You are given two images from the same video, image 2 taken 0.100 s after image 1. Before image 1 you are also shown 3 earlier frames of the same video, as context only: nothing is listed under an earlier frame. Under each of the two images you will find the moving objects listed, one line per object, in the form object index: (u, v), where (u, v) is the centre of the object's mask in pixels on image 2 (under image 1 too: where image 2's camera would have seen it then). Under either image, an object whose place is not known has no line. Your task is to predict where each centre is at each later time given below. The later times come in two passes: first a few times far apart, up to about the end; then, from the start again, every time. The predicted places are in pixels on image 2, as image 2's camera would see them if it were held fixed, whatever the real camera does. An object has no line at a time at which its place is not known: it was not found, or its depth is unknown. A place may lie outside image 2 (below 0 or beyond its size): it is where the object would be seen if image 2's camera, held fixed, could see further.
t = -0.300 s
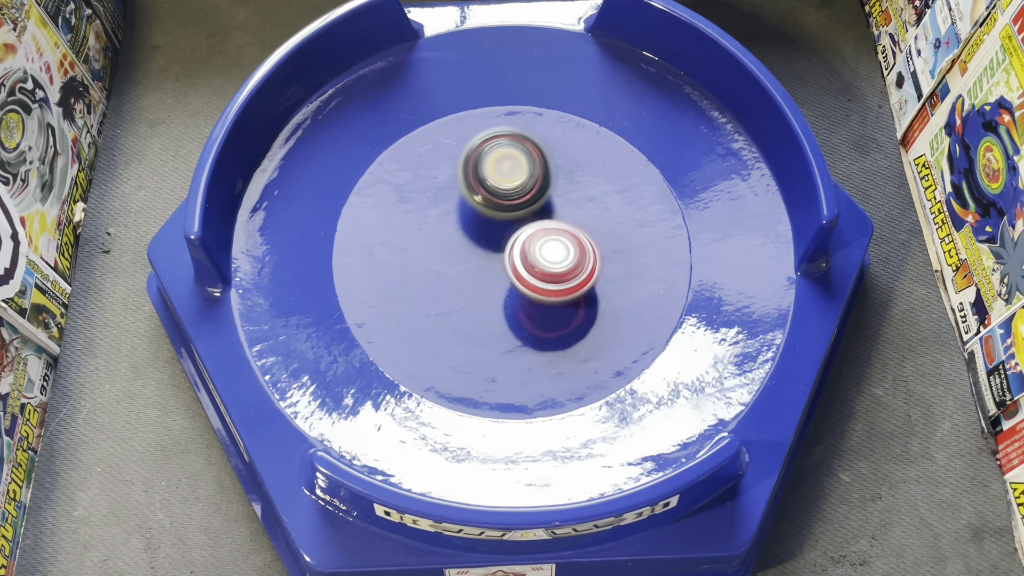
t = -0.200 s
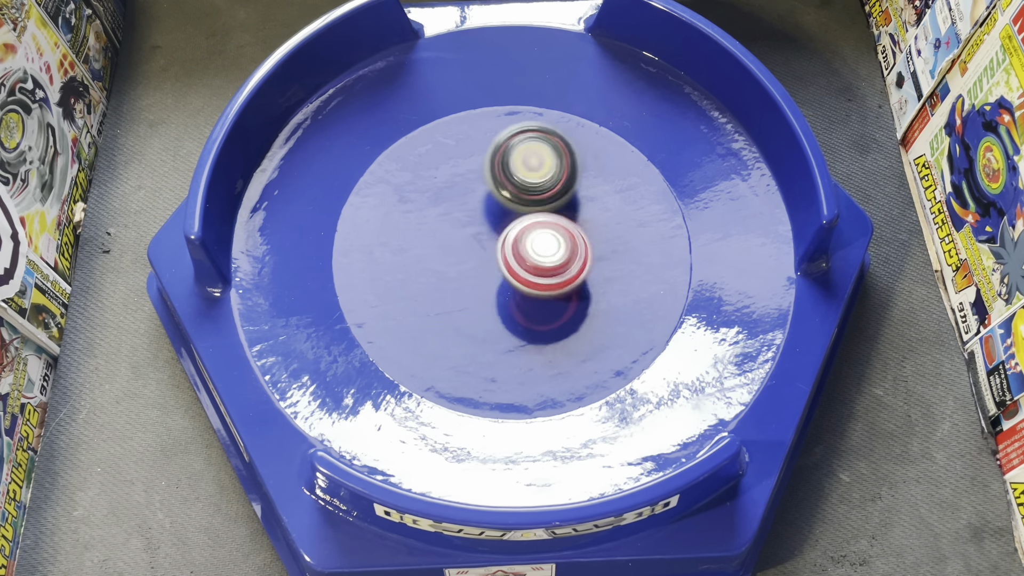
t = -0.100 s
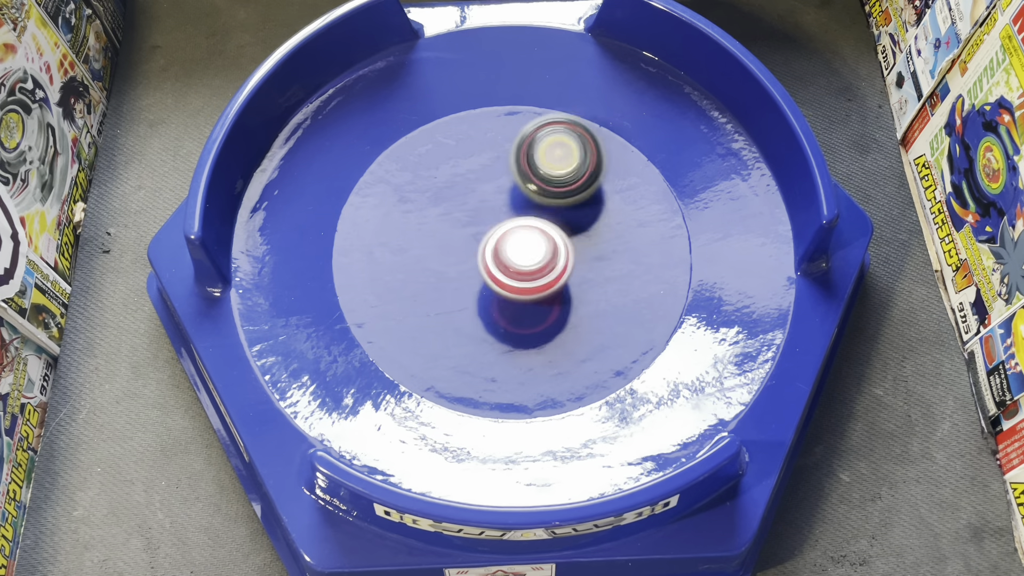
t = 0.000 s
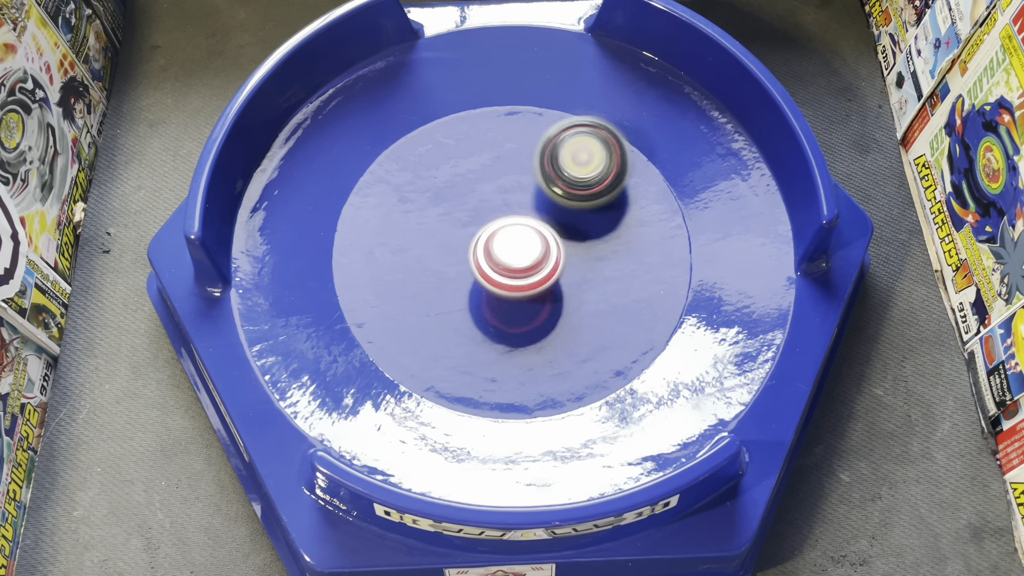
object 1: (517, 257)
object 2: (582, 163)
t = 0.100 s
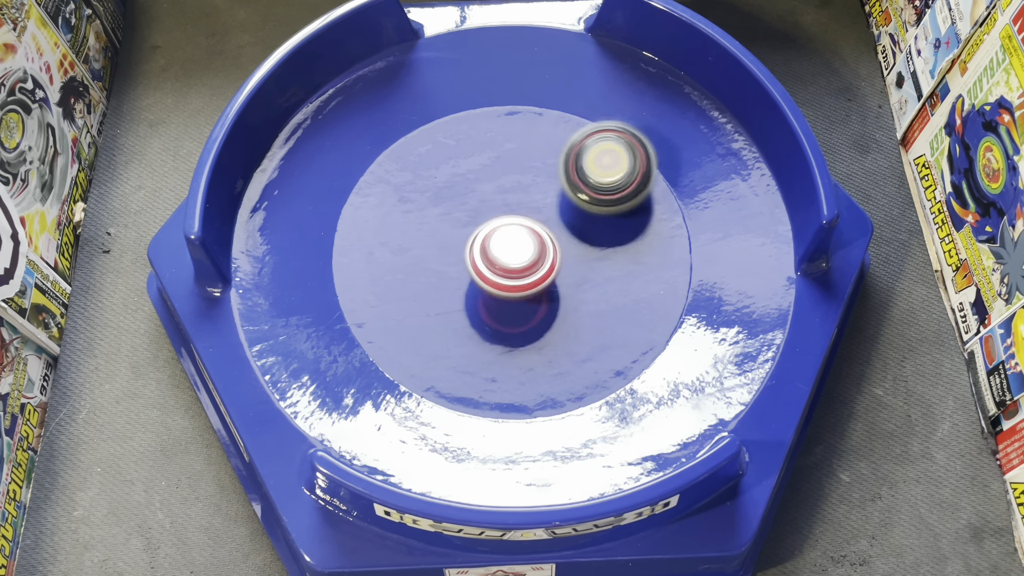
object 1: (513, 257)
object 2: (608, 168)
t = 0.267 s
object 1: (509, 254)
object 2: (646, 184)
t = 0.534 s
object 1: (504, 246)
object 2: (680, 226)
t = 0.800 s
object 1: (503, 242)
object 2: (669, 275)
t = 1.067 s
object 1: (509, 240)
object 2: (622, 321)
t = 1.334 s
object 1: (513, 247)
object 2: (551, 337)
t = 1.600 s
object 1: (526, 210)
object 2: (469, 338)
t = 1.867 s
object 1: (530, 208)
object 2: (424, 290)
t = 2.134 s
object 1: (533, 222)
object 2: (419, 233)
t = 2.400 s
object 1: (537, 245)
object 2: (452, 180)
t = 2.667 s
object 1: (521, 263)
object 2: (508, 155)
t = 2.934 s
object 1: (502, 269)
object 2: (571, 160)
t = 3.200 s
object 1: (492, 256)
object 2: (624, 198)
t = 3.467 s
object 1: (500, 239)
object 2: (642, 253)
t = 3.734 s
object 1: (519, 225)
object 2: (616, 308)
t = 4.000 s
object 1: (543, 228)
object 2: (554, 337)
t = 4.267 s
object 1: (543, 239)
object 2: (484, 328)
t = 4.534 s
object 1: (546, 246)
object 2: (414, 293)
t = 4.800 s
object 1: (563, 242)
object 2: (365, 242)
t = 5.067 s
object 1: (558, 240)
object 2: (387, 191)
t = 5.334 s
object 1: (544, 234)
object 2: (450, 166)
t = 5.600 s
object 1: (521, 277)
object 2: (530, 120)
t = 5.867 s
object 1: (499, 284)
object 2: (571, 154)
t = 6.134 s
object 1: (485, 269)
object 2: (566, 211)
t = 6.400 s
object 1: (398, 261)
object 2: (648, 218)
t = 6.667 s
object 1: (419, 249)
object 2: (595, 210)
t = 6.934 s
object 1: (455, 262)
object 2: (564, 177)
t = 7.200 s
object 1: (468, 292)
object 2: (566, 136)
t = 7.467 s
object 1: (451, 312)
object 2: (590, 122)
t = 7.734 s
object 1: (438, 301)
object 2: (593, 150)
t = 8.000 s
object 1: (466, 286)
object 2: (560, 183)
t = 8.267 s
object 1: (500, 294)
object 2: (512, 189)
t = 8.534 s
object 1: (512, 319)
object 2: (476, 168)
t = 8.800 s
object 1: (494, 330)
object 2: (474, 135)
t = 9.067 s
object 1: (490, 309)
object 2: (499, 139)
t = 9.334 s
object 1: (519, 293)
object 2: (509, 175)
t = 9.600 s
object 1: (549, 301)
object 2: (484, 210)
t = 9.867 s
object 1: (551, 321)
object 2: (440, 222)
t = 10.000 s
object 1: (541, 325)
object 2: (420, 217)
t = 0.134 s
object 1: (512, 257)
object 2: (616, 170)
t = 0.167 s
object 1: (511, 256)
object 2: (624, 173)
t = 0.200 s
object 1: (510, 256)
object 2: (632, 176)
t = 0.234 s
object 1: (510, 255)
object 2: (639, 180)
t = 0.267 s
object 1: (509, 254)
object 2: (646, 184)
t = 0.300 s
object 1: (509, 252)
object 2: (652, 188)
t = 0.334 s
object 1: (509, 251)
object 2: (658, 193)
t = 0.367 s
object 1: (508, 250)
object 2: (664, 198)
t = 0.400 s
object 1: (507, 250)
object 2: (668, 203)
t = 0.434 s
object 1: (506, 249)
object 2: (672, 209)
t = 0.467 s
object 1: (505, 248)
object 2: (676, 214)
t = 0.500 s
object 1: (505, 247)
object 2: (678, 220)
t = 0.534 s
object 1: (504, 246)
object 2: (680, 226)
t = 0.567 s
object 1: (503, 246)
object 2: (681, 232)
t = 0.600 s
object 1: (503, 245)
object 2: (681, 239)
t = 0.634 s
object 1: (503, 244)
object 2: (681, 246)
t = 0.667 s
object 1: (503, 243)
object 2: (680, 253)
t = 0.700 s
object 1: (503, 243)
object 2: (679, 255)
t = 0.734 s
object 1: (503, 243)
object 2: (676, 261)
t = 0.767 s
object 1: (503, 243)
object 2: (672, 268)
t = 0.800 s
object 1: (503, 242)
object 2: (669, 275)
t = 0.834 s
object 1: (503, 241)
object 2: (666, 281)
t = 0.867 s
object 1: (504, 240)
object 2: (661, 288)
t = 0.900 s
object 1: (504, 239)
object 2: (657, 294)
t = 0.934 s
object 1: (505, 239)
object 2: (651, 301)
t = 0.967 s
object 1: (506, 238)
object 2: (644, 306)
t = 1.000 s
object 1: (507, 238)
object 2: (636, 312)
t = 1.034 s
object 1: (508, 239)
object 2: (629, 317)
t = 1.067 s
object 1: (509, 240)
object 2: (622, 321)
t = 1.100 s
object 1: (510, 241)
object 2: (615, 325)
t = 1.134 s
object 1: (510, 242)
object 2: (606, 329)
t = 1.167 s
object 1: (511, 244)
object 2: (597, 331)
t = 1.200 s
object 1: (511, 245)
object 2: (588, 333)
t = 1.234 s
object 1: (512, 246)
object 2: (579, 335)
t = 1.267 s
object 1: (512, 247)
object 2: (569, 336)
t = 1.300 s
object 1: (513, 248)
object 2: (560, 337)
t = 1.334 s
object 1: (513, 247)
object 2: (551, 337)
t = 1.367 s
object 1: (514, 244)
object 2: (542, 339)
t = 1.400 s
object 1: (515, 243)
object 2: (532, 340)
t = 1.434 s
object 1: (517, 233)
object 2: (521, 347)
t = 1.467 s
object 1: (516, 223)
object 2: (508, 353)
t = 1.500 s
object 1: (519, 217)
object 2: (495, 351)
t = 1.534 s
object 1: (522, 214)
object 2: (485, 347)
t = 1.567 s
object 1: (525, 211)
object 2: (477, 342)
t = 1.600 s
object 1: (526, 210)
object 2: (469, 338)
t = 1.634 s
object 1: (526, 209)
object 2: (461, 334)
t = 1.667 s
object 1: (525, 208)
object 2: (455, 329)
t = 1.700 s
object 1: (527, 207)
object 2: (448, 324)
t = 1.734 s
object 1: (528, 208)
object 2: (442, 318)
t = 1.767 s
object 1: (528, 207)
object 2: (436, 311)
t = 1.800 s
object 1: (529, 207)
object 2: (431, 304)
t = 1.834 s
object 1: (530, 207)
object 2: (427, 298)
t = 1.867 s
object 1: (530, 208)
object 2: (424, 290)
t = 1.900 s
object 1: (529, 208)
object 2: (421, 284)
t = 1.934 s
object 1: (529, 209)
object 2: (419, 277)
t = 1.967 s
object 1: (529, 210)
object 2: (418, 270)
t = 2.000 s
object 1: (530, 212)
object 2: (417, 263)
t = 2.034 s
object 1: (530, 214)
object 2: (416, 255)
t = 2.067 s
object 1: (531, 216)
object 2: (416, 248)
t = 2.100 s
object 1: (532, 220)
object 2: (418, 240)
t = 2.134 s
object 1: (533, 222)
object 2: (419, 233)
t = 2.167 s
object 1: (535, 225)
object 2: (421, 226)
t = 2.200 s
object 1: (536, 228)
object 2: (424, 218)
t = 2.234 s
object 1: (537, 231)
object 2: (427, 211)
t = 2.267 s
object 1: (538, 234)
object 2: (431, 205)
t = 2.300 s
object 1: (539, 237)
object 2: (436, 198)
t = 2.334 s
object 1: (539, 240)
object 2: (441, 192)
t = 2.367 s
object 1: (538, 242)
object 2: (446, 186)
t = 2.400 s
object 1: (537, 245)
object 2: (452, 180)
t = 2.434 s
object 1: (536, 247)
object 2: (458, 175)
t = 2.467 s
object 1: (535, 250)
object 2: (464, 171)
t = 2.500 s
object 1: (533, 253)
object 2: (470, 167)
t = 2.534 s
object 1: (530, 256)
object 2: (477, 163)
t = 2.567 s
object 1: (527, 257)
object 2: (485, 161)
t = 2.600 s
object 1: (524, 259)
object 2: (492, 158)
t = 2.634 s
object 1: (522, 261)
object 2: (500, 157)
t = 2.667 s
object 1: (521, 263)
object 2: (508, 155)
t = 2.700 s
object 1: (519, 266)
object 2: (516, 154)
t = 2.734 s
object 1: (517, 268)
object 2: (524, 154)
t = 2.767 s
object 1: (513, 269)
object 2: (532, 154)
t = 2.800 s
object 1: (510, 270)
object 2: (540, 154)
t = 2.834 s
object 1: (508, 270)
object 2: (548, 154)
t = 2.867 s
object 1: (506, 270)
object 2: (556, 156)
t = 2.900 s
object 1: (504, 270)
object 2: (564, 158)
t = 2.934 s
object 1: (502, 269)
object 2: (571, 160)
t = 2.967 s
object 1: (501, 268)
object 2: (579, 163)
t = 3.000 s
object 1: (499, 267)
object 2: (586, 167)
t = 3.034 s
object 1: (497, 266)
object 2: (594, 171)
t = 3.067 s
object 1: (496, 264)
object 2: (601, 176)
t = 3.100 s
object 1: (495, 262)
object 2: (607, 180)
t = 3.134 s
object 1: (493, 260)
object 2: (613, 186)
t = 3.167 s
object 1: (493, 258)
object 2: (619, 192)
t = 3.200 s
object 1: (492, 256)
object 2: (624, 198)
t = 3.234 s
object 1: (492, 254)
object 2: (628, 204)
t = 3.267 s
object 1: (492, 252)
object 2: (632, 211)
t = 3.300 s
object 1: (492, 250)
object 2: (635, 218)
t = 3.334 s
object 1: (493, 248)
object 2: (638, 224)
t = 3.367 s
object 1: (494, 246)
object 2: (640, 232)
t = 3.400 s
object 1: (496, 244)
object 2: (641, 238)
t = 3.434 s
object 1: (498, 241)
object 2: (642, 246)
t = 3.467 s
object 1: (500, 239)
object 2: (642, 253)
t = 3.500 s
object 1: (501, 237)
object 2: (642, 260)
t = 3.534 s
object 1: (503, 236)
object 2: (640, 267)
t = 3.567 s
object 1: (505, 234)
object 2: (639, 274)
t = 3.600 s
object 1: (506, 232)
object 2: (636, 281)
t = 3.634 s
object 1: (509, 230)
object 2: (632, 288)
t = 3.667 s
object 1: (512, 227)
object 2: (627, 295)
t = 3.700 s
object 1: (516, 226)
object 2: (621, 302)
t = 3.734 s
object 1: (519, 225)
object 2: (616, 308)
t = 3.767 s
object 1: (524, 224)
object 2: (609, 313)
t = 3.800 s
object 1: (528, 224)
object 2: (601, 318)
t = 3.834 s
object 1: (532, 225)
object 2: (594, 323)
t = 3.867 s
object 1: (535, 225)
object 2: (587, 327)
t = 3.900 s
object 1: (538, 226)
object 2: (580, 330)
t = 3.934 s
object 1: (540, 226)
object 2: (571, 333)
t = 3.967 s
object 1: (541, 227)
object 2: (563, 335)
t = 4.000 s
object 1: (543, 228)
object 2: (554, 337)
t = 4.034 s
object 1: (544, 229)
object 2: (546, 338)
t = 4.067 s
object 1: (544, 230)
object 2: (538, 339)
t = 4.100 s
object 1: (545, 231)
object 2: (528, 339)
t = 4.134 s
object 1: (545, 233)
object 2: (519, 338)
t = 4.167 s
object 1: (545, 234)
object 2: (510, 336)
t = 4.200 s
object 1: (545, 235)
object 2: (501, 334)
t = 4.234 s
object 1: (544, 237)
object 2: (493, 331)
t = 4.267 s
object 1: (543, 239)
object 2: (484, 328)
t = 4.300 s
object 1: (541, 240)
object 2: (476, 324)
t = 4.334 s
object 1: (539, 242)
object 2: (468, 321)
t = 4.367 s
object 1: (538, 243)
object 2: (461, 316)
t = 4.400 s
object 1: (537, 245)
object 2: (455, 311)
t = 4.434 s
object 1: (535, 248)
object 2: (448, 306)
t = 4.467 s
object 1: (533, 250)
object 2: (443, 300)
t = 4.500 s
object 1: (530, 251)
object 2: (438, 294)
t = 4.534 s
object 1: (546, 246)
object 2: (414, 293)
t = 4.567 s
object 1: (558, 245)
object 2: (398, 289)
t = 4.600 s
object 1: (563, 245)
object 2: (389, 283)
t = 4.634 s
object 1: (563, 245)
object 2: (383, 277)
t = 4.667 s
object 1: (563, 244)
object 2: (377, 270)
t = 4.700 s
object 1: (563, 244)
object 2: (373, 263)
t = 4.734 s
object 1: (563, 243)
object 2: (369, 257)
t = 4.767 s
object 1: (563, 243)
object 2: (367, 249)
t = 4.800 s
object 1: (563, 242)
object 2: (365, 242)
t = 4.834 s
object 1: (563, 241)
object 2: (365, 236)
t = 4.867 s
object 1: (563, 241)
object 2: (365, 229)
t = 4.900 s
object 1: (562, 241)
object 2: (367, 223)
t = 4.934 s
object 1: (561, 241)
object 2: (370, 216)
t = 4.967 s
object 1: (561, 241)
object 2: (373, 209)
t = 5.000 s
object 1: (560, 241)
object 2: (377, 203)
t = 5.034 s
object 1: (559, 240)
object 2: (382, 197)
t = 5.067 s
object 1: (558, 240)
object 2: (387, 191)
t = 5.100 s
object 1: (557, 239)
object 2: (393, 186)
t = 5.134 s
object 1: (555, 238)
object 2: (401, 182)
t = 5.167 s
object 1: (553, 238)
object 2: (408, 178)
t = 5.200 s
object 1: (551, 237)
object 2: (416, 174)
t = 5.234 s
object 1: (549, 237)
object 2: (424, 171)
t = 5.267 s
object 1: (547, 236)
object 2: (432, 169)
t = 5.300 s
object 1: (546, 235)
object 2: (441, 167)
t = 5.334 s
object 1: (544, 234)
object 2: (450, 166)
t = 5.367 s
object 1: (541, 233)
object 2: (459, 166)
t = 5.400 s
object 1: (538, 232)
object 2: (468, 166)
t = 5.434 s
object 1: (536, 234)
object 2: (477, 166)
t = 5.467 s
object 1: (534, 253)
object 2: (488, 144)
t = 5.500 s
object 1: (530, 265)
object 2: (499, 130)
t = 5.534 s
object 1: (527, 272)
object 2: (512, 121)
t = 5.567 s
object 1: (523, 274)
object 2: (522, 118)
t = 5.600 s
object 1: (521, 277)
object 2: (530, 120)
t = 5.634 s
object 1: (519, 279)
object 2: (536, 121)
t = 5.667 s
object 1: (517, 280)
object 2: (543, 124)
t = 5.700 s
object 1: (514, 282)
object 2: (549, 128)
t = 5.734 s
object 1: (511, 283)
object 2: (555, 132)
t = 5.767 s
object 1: (508, 284)
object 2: (560, 137)
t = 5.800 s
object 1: (505, 285)
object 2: (564, 142)
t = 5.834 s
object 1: (502, 284)
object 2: (568, 148)
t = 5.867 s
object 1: (499, 284)
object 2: (571, 154)
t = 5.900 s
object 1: (495, 283)
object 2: (573, 161)
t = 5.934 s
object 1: (493, 283)
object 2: (574, 168)
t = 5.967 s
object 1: (491, 281)
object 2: (575, 175)
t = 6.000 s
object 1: (488, 279)
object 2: (575, 183)
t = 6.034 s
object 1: (486, 276)
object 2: (573, 190)
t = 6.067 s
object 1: (485, 274)
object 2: (572, 197)
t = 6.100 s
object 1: (485, 272)
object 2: (569, 204)
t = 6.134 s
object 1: (485, 269)
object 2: (566, 211)
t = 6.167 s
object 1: (466, 269)
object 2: (575, 214)
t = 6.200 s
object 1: (436, 271)
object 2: (602, 210)
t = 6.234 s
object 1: (414, 272)
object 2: (627, 209)
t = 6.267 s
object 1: (404, 270)
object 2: (646, 210)
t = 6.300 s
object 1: (401, 266)
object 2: (656, 211)
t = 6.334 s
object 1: (400, 265)
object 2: (659, 214)
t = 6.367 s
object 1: (400, 263)
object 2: (654, 217)
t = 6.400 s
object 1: (398, 261)
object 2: (648, 218)
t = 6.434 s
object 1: (398, 259)
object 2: (640, 219)
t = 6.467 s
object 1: (400, 257)
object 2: (634, 220)
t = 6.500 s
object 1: (401, 255)
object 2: (626, 220)
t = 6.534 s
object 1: (403, 253)
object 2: (619, 219)
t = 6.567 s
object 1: (407, 252)
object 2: (613, 217)
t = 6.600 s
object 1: (411, 250)
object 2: (607, 215)
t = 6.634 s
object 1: (415, 249)
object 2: (601, 213)
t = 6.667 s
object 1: (419, 249)
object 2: (595, 210)
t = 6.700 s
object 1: (425, 249)
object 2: (590, 207)
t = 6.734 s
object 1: (429, 249)
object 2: (585, 204)
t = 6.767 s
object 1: (434, 251)
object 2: (581, 200)
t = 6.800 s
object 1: (438, 252)
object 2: (575, 196)
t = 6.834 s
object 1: (443, 254)
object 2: (573, 191)
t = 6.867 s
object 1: (446, 257)
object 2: (569, 186)
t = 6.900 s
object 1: (451, 260)
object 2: (566, 181)
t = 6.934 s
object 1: (455, 262)
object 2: (564, 177)
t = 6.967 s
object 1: (457, 265)
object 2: (562, 172)
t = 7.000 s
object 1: (460, 270)
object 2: (561, 166)
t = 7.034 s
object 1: (464, 273)
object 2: (561, 161)
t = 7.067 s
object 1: (465, 276)
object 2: (560, 156)
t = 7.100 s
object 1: (466, 280)
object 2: (561, 150)
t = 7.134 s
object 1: (468, 285)
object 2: (561, 145)
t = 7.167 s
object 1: (469, 288)
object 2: (564, 140)
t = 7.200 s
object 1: (468, 292)
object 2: (566, 136)
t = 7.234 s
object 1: (468, 296)
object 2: (568, 132)
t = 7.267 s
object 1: (467, 298)
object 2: (571, 128)
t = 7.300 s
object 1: (465, 303)
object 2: (574, 126)
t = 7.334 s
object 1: (462, 306)
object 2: (577, 123)
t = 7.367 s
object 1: (460, 307)
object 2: (580, 122)
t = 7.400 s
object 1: (457, 310)
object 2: (584, 121)
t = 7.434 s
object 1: (454, 311)
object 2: (587, 122)
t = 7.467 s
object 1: (451, 312)
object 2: (590, 122)
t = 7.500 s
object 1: (448, 312)
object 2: (593, 124)
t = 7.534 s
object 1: (444, 312)
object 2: (594, 126)
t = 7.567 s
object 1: (443, 311)
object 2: (596, 130)
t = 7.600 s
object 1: (440, 309)
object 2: (597, 132)
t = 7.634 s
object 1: (438, 307)
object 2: (597, 136)
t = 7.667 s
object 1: (438, 306)
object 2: (597, 141)
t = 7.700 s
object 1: (438, 303)
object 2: (596, 145)
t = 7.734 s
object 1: (438, 301)
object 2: (593, 150)
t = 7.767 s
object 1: (440, 298)
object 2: (592, 156)
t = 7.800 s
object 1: (442, 295)
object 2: (589, 160)
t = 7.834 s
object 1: (444, 293)
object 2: (585, 165)
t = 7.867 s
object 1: (448, 291)
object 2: (581, 170)
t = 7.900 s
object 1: (452, 289)
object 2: (577, 173)
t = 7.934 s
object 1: (456, 287)
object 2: (571, 177)
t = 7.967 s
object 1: (461, 287)
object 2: (566, 180)
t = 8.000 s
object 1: (466, 286)
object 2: (560, 183)
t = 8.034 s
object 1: (470, 285)
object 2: (554, 185)
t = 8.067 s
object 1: (474, 286)
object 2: (548, 186)
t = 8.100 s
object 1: (480, 286)
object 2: (543, 187)
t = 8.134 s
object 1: (484, 286)
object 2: (536, 188)
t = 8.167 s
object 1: (488, 288)
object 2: (530, 189)
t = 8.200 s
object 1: (493, 290)
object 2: (524, 189)
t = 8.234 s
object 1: (497, 291)
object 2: (517, 189)
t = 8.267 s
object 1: (500, 294)
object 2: (512, 189)
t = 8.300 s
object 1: (503, 297)
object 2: (506, 187)
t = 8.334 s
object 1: (506, 299)
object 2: (501, 186)
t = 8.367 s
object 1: (508, 303)
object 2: (495, 183)
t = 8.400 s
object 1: (510, 306)
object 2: (491, 181)
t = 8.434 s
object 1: (512, 309)
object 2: (487, 179)
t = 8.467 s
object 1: (512, 313)
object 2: (481, 175)
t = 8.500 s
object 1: (512, 317)
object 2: (479, 171)
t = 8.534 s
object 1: (512, 319)
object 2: (476, 168)
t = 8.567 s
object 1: (511, 322)
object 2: (473, 163)
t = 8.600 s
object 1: (510, 326)
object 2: (471, 158)
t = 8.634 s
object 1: (508, 327)
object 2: (469, 154)
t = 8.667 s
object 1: (505, 329)
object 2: (469, 149)
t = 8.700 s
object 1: (503, 331)
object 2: (469, 144)
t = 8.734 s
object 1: (500, 330)
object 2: (471, 141)
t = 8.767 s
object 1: (497, 330)
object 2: (472, 137)
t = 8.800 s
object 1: (494, 330)
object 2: (474, 135)
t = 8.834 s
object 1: (492, 328)
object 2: (477, 133)
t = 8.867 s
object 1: (489, 326)
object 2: (479, 132)
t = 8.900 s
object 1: (488, 324)
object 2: (483, 132)
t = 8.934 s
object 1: (488, 321)
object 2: (486, 132)
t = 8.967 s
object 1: (487, 318)
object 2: (490, 133)
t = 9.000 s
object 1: (488, 316)
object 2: (493, 134)
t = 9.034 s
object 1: (490, 312)
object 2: (497, 136)
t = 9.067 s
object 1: (490, 309)
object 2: (499, 139)
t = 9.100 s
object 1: (493, 307)
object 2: (503, 142)
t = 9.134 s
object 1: (496, 304)
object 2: (505, 147)
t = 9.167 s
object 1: (498, 301)
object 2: (507, 151)
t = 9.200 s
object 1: (502, 300)
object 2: (509, 156)
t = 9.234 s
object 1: (506, 298)
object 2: (510, 161)
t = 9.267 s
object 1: (509, 295)
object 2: (510, 166)
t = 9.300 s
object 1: (514, 295)
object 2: (510, 170)
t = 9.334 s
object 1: (519, 293)
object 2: (509, 175)
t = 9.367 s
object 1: (522, 293)
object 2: (509, 180)
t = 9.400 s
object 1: (527, 293)
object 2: (507, 185)
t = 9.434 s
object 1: (531, 292)
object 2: (504, 190)
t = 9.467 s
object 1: (535, 294)
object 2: (501, 195)
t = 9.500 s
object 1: (539, 296)
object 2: (498, 199)
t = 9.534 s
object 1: (543, 296)
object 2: (494, 203)
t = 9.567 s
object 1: (546, 298)
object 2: (489, 207)
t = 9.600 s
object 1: (549, 301)
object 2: (484, 210)
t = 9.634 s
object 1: (551, 303)
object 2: (480, 213)
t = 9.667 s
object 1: (553, 306)
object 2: (475, 216)
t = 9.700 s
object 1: (555, 309)
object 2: (469, 218)
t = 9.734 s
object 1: (556, 311)
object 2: (464, 220)
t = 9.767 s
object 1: (555, 315)
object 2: (458, 221)
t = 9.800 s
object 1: (555, 317)
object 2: (452, 222)
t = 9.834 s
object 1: (553, 319)
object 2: (447, 222)
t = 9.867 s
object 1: (551, 321)
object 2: (440, 222)
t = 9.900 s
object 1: (549, 323)
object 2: (435, 221)
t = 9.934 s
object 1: (547, 324)
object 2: (429, 220)
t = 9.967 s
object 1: (543, 325)
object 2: (425, 219)
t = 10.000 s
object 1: (541, 325)
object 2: (420, 217)
